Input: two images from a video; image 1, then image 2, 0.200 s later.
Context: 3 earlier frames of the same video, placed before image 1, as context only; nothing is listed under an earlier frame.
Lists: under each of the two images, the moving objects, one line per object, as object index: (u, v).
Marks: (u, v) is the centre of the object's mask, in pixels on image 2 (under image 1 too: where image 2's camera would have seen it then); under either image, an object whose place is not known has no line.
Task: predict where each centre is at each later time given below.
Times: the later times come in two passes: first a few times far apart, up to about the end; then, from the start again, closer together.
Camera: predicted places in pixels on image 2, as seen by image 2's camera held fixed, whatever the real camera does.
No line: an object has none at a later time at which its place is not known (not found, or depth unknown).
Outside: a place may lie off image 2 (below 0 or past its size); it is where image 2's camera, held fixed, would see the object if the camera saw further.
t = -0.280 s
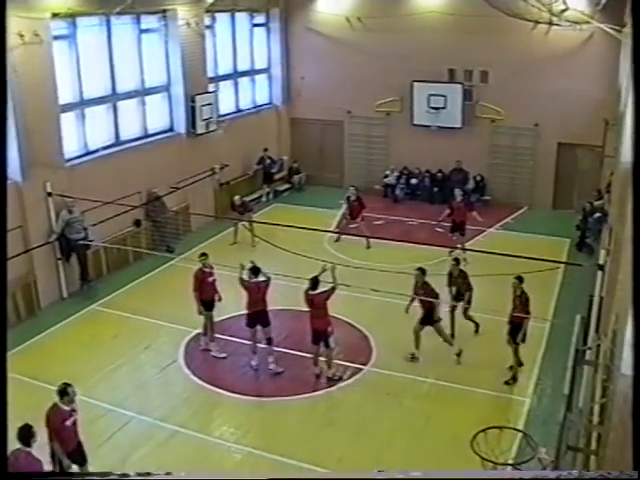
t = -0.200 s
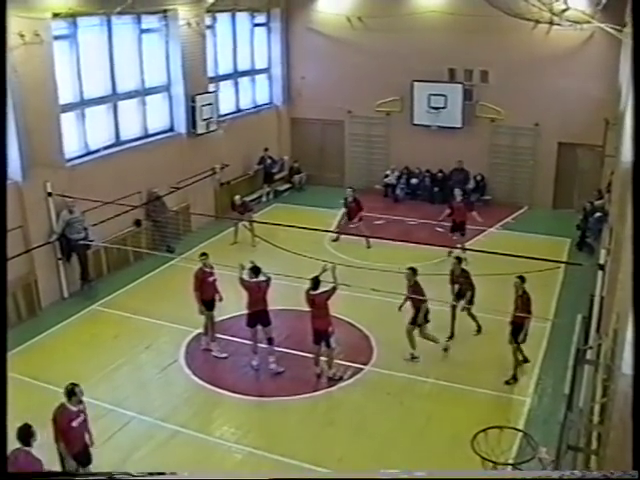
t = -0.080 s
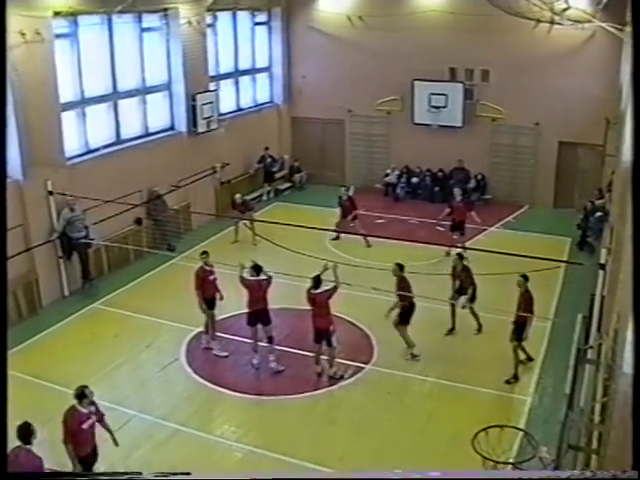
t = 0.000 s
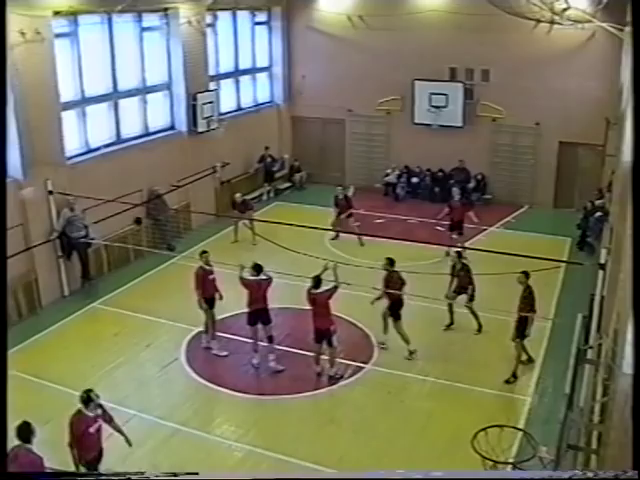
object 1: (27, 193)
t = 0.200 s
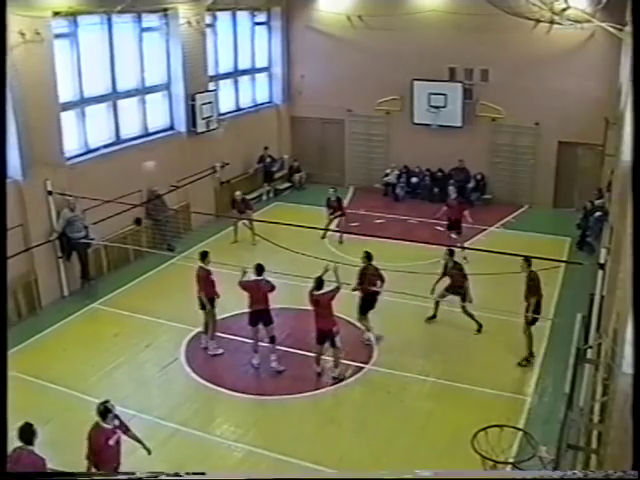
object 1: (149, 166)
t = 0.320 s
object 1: (204, 165)
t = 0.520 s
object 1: (273, 179)
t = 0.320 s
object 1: (204, 165)
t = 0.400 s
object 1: (235, 169)
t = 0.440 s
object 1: (248, 172)
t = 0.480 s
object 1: (260, 175)
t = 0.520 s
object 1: (273, 179)
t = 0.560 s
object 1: (282, 183)
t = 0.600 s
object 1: (291, 187)
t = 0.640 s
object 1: (301, 192)
